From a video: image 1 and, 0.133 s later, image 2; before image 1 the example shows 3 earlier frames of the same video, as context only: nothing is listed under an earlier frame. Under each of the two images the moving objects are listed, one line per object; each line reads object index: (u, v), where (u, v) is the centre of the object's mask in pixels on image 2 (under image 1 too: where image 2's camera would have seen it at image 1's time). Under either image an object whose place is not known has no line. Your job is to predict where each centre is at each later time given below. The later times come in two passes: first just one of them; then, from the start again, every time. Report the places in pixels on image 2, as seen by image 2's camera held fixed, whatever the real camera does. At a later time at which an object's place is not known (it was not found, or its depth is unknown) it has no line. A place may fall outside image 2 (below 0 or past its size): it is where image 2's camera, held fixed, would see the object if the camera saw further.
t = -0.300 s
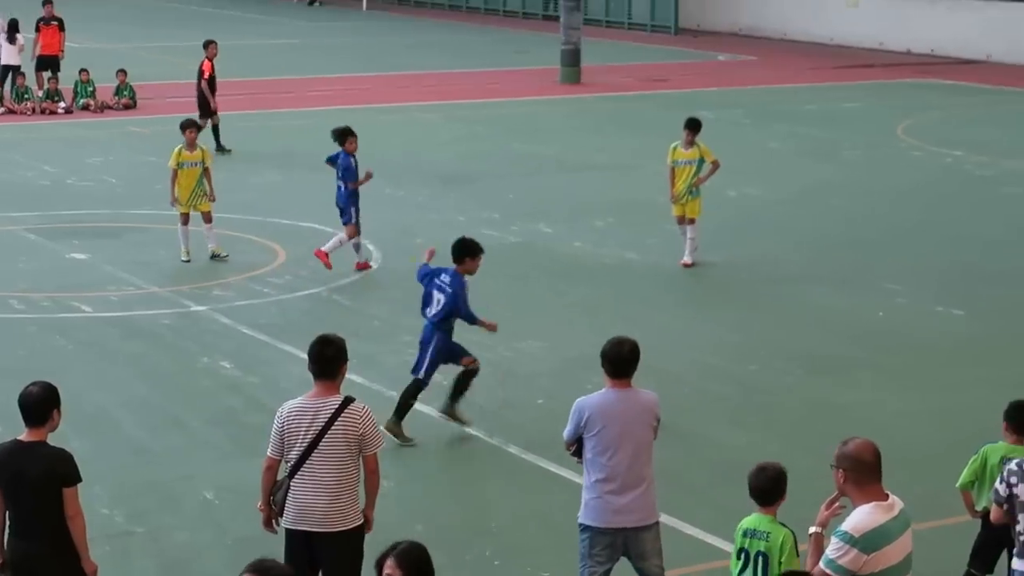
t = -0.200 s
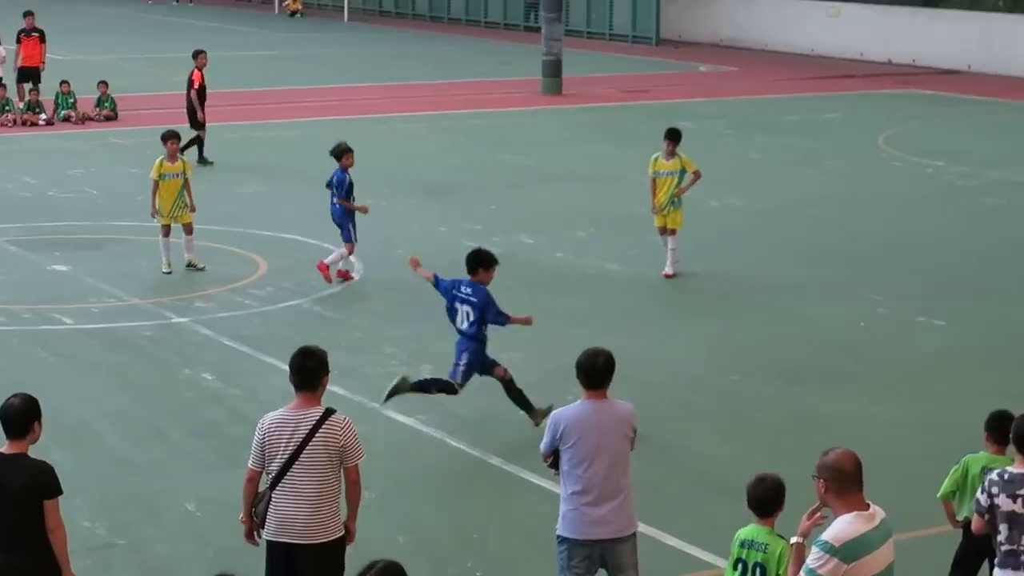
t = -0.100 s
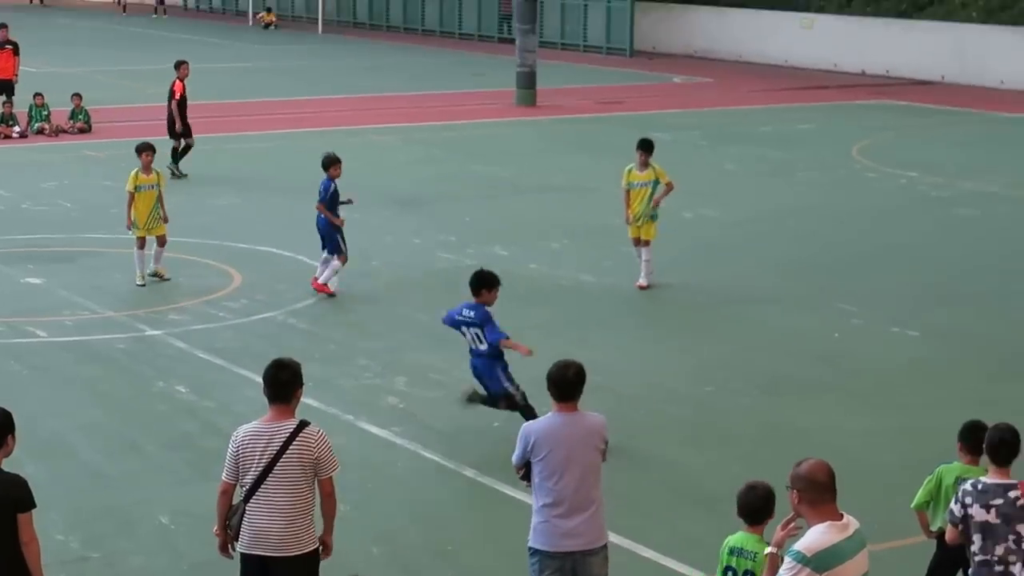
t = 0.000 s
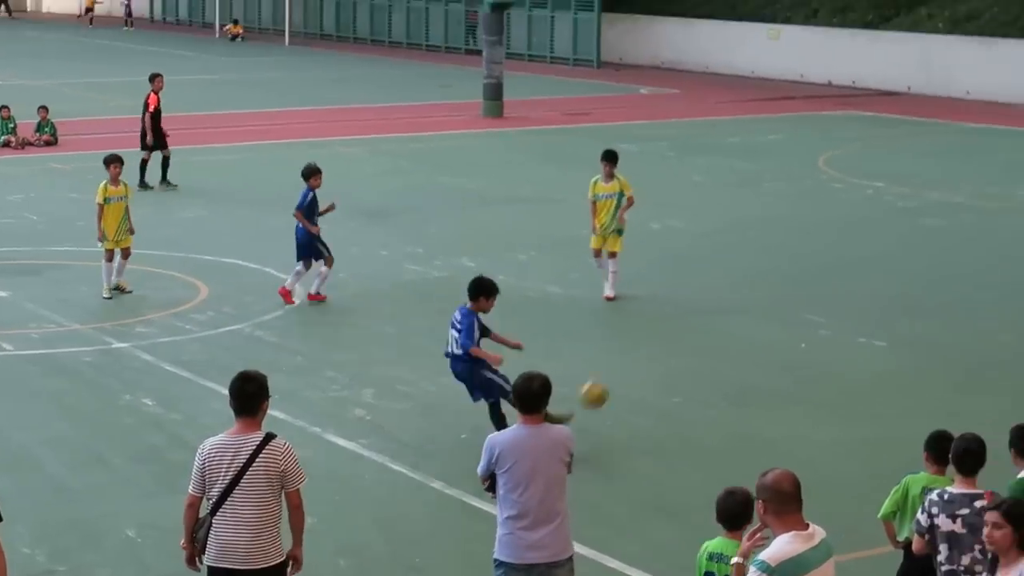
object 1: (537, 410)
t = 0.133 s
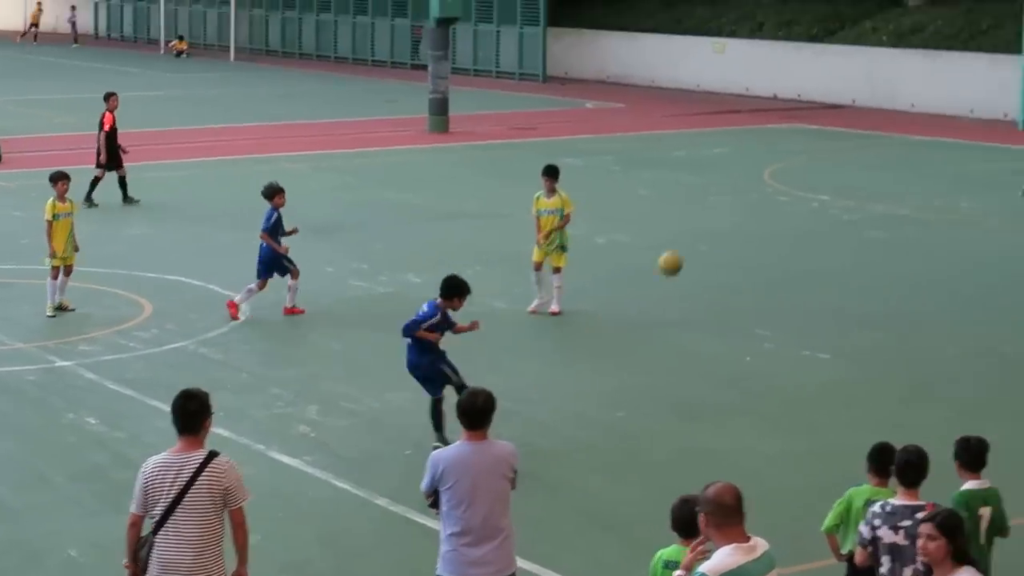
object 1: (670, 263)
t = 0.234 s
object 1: (747, 181)
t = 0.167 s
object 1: (697, 233)
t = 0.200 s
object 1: (722, 207)
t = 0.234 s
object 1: (747, 181)
